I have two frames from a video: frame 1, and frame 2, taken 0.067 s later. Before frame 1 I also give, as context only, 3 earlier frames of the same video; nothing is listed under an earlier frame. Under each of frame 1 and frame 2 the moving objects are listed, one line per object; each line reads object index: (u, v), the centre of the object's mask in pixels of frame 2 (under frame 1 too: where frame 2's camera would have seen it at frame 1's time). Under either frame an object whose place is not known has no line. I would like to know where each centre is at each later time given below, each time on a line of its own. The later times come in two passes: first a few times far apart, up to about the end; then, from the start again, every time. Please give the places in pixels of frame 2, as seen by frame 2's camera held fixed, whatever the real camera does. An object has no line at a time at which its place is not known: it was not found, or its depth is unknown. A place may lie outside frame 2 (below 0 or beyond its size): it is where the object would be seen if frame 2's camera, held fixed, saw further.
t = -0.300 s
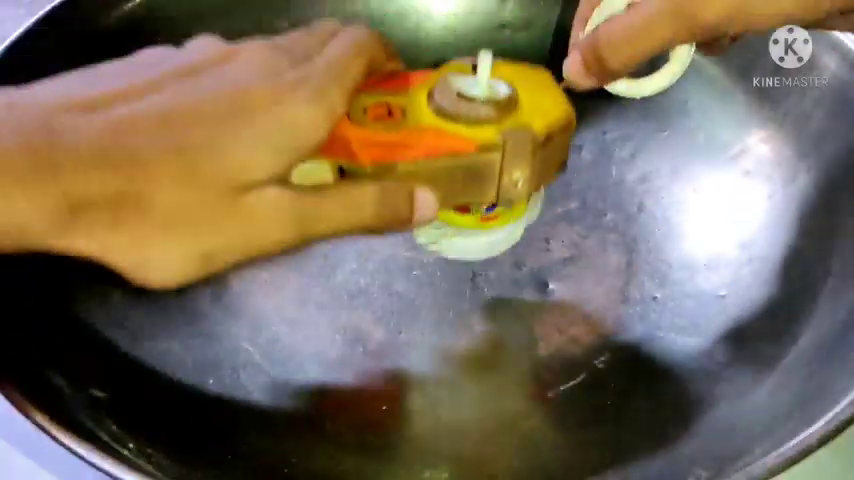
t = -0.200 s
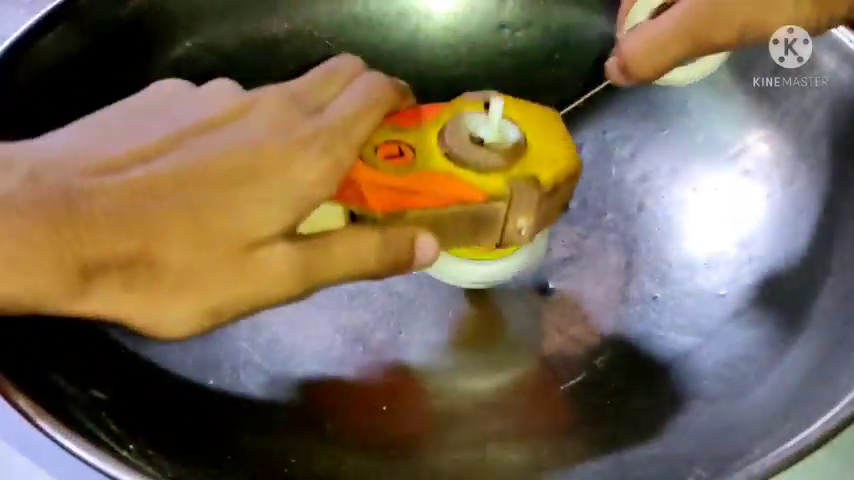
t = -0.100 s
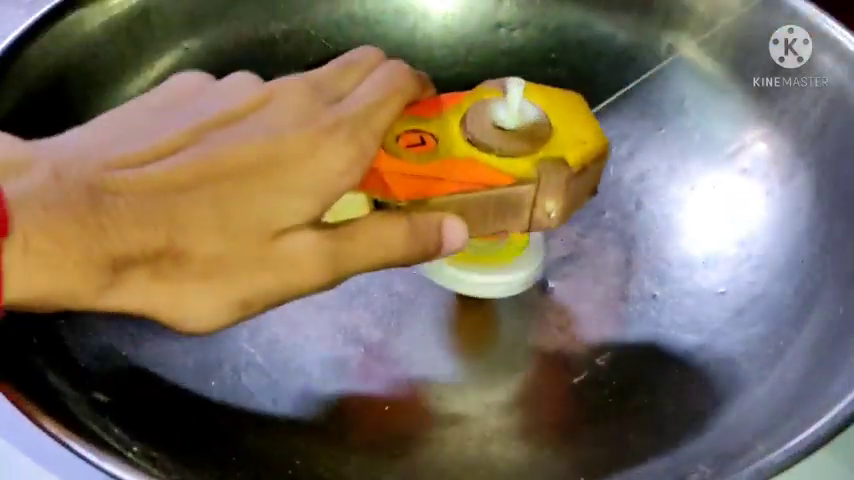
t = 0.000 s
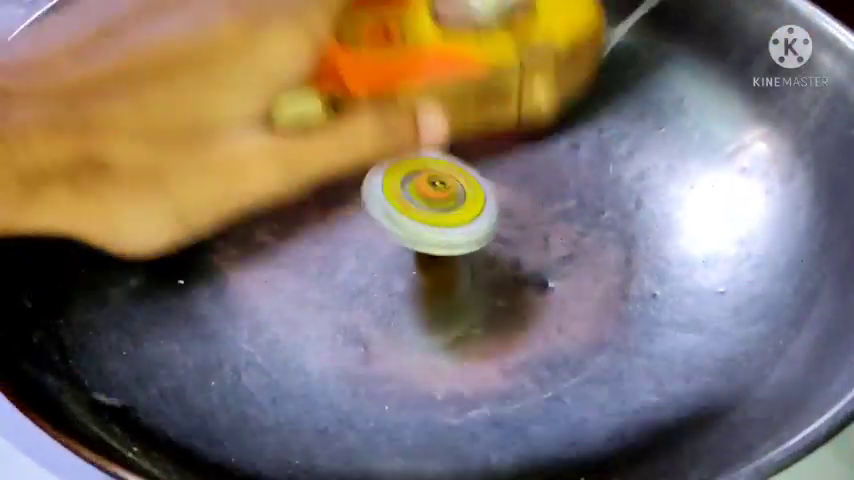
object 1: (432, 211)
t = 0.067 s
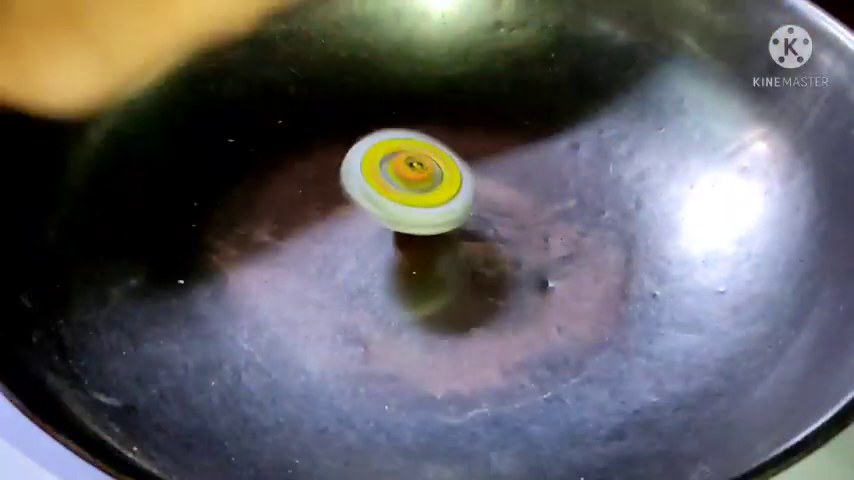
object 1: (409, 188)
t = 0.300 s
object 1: (361, 149)
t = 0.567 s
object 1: (367, 139)
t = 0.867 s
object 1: (409, 140)
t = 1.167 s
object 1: (436, 147)
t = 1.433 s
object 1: (420, 155)
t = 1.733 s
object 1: (376, 153)
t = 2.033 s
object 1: (353, 151)
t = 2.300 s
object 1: (367, 145)
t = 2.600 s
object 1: (406, 143)
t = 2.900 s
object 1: (434, 149)
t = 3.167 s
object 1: (435, 152)
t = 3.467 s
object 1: (408, 147)
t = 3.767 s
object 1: (378, 131)
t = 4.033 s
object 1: (370, 144)
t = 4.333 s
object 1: (390, 142)
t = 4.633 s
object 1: (416, 152)
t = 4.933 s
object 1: (419, 148)
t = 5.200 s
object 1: (405, 145)
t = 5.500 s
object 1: (389, 144)
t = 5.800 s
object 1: (384, 148)
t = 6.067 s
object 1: (395, 153)
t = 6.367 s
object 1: (408, 150)
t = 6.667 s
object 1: (408, 141)
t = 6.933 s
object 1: (392, 143)
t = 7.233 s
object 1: (385, 158)
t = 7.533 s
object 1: (388, 161)
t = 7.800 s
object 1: (390, 152)
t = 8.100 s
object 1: (394, 142)
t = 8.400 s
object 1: (401, 144)
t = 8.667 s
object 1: (414, 149)
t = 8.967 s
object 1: (422, 146)
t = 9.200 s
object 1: (403, 141)
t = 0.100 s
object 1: (399, 178)
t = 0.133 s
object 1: (390, 172)
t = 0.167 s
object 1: (382, 166)
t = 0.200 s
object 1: (375, 160)
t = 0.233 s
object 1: (369, 156)
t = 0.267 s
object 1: (365, 153)
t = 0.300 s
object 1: (361, 149)
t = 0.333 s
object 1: (359, 148)
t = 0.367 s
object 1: (358, 147)
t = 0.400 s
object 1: (357, 145)
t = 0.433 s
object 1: (358, 143)
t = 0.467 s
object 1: (359, 142)
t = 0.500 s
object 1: (361, 141)
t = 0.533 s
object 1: (364, 140)
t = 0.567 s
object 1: (367, 139)
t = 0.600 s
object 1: (371, 138)
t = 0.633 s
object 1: (375, 138)
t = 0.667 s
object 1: (379, 138)
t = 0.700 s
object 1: (384, 138)
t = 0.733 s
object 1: (389, 138)
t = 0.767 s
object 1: (394, 139)
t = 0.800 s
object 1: (399, 139)
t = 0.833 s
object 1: (404, 139)
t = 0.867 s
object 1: (409, 140)
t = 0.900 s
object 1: (413, 141)
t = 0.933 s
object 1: (418, 142)
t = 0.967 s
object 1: (422, 143)
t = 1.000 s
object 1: (425, 144)
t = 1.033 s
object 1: (428, 145)
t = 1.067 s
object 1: (431, 145)
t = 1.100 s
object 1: (433, 147)
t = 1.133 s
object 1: (435, 147)
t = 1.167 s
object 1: (436, 147)
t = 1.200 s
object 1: (435, 148)
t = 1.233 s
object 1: (435, 148)
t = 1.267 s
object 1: (434, 150)
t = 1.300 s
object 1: (432, 150)
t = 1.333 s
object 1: (429, 152)
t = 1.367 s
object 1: (425, 152)
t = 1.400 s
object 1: (423, 154)
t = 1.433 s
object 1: (420, 155)
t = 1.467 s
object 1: (415, 156)
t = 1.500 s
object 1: (410, 155)
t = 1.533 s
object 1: (405, 155)
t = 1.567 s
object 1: (401, 155)
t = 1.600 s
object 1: (395, 156)
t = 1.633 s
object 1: (390, 156)
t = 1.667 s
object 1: (386, 156)
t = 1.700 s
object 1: (382, 156)
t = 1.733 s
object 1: (376, 153)
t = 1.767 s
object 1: (370, 143)
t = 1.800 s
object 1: (367, 152)
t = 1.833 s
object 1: (364, 152)
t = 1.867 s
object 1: (362, 151)
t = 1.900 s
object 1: (359, 142)
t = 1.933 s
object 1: (357, 140)
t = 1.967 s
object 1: (354, 150)
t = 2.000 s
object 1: (352, 139)
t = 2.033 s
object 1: (353, 151)
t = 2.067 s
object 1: (353, 149)
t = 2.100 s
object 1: (353, 149)
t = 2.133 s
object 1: (353, 136)
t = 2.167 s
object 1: (354, 146)
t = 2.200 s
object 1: (356, 145)
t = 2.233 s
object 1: (359, 145)
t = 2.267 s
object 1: (363, 144)
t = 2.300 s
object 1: (367, 145)
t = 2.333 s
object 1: (369, 132)
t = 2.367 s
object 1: (374, 142)
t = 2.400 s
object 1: (379, 143)
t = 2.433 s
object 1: (384, 142)
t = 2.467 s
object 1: (388, 134)
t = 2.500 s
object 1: (392, 132)
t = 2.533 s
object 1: (396, 144)
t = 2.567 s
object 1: (401, 144)
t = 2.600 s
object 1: (406, 143)
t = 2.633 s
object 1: (411, 146)
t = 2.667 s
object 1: (413, 145)
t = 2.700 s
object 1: (416, 137)
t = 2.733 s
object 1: (420, 146)
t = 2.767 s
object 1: (424, 147)
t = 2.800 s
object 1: (427, 147)
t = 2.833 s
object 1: (428, 147)
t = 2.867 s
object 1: (432, 149)
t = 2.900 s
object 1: (434, 149)
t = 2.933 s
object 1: (437, 150)
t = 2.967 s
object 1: (437, 150)
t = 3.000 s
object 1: (438, 151)
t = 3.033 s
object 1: (438, 150)
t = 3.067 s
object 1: (440, 152)
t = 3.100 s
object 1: (438, 153)
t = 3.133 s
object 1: (438, 153)
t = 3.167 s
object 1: (435, 152)
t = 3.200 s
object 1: (433, 153)
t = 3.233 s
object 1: (430, 153)
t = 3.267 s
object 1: (430, 153)
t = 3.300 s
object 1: (424, 151)
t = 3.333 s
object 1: (423, 152)
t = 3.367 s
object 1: (419, 151)
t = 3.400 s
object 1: (416, 150)
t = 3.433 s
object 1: (410, 147)
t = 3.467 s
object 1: (408, 147)
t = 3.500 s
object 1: (404, 146)
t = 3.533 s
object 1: (402, 146)
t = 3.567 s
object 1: (397, 144)
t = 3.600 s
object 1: (393, 143)
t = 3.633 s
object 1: (390, 133)
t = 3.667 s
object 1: (386, 131)
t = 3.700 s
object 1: (383, 142)
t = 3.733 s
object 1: (378, 131)
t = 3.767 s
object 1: (378, 131)
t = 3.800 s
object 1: (375, 141)
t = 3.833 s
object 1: (373, 141)
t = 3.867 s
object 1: (373, 142)
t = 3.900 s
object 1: (373, 142)
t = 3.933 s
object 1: (371, 142)
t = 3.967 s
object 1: (371, 144)
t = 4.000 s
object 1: (372, 145)
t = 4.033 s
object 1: (370, 144)
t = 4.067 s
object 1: (371, 146)
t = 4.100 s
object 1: (373, 146)
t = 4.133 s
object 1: (374, 146)
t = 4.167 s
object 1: (376, 146)
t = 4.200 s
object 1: (377, 138)
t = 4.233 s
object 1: (382, 149)
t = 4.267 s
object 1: (383, 148)
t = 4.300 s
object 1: (387, 149)
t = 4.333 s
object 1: (390, 142)
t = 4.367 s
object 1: (392, 149)
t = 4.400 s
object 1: (396, 152)
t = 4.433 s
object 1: (400, 152)
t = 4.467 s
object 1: (402, 150)
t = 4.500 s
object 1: (406, 152)
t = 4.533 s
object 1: (410, 152)
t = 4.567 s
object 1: (412, 152)
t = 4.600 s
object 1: (414, 152)
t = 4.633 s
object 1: (416, 152)
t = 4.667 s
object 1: (418, 152)
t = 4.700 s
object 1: (419, 152)
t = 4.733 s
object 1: (420, 151)
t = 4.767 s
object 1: (420, 149)
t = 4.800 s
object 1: (421, 149)
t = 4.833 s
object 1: (422, 149)
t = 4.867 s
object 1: (421, 149)
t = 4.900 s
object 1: (420, 149)
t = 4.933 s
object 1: (419, 148)
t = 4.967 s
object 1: (417, 147)
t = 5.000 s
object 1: (416, 148)
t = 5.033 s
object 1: (415, 147)
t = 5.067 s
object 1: (413, 145)
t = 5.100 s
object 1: (411, 146)
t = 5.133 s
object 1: (410, 146)
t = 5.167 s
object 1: (407, 144)
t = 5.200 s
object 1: (405, 145)
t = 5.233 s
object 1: (404, 146)
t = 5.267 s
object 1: (401, 144)
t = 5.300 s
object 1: (399, 145)
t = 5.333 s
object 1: (398, 146)
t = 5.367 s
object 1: (395, 144)
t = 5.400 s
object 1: (394, 144)
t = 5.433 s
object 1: (393, 146)
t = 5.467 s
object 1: (390, 144)
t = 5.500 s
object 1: (389, 144)
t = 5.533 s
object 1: (388, 144)
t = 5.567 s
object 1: (386, 143)
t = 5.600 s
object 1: (386, 143)
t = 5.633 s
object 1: (385, 144)
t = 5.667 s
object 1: (384, 145)
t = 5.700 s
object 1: (383, 146)
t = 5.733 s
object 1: (381, 135)
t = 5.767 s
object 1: (381, 137)
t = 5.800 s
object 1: (384, 148)
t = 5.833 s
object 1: (383, 147)
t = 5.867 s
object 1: (385, 148)
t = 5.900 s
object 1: (387, 150)
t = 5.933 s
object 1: (388, 151)
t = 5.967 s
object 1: (390, 151)
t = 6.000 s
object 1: (391, 151)
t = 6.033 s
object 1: (392, 151)
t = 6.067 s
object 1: (395, 153)
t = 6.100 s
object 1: (395, 152)
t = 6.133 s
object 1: (398, 150)
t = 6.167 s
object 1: (399, 151)
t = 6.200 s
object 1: (401, 151)
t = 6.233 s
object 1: (403, 151)
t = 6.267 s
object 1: (402, 149)
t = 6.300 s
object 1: (405, 150)
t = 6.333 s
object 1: (407, 149)
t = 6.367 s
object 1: (408, 150)
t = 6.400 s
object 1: (410, 150)
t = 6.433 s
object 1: (412, 148)
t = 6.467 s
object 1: (412, 146)
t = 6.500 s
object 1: (413, 146)
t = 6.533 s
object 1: (411, 144)
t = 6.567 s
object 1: (411, 143)
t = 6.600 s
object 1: (410, 133)
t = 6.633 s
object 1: (409, 142)
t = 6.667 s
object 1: (408, 141)
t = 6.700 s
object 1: (405, 140)
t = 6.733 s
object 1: (404, 141)
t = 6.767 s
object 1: (402, 141)
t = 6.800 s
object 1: (400, 140)
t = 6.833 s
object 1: (399, 142)
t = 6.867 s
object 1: (396, 141)
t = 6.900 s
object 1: (394, 142)
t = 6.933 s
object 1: (392, 143)
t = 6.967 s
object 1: (391, 145)
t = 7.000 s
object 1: (389, 147)
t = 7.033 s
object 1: (386, 147)
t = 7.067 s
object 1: (386, 149)
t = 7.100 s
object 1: (385, 150)
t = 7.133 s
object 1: (383, 143)
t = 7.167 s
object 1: (384, 145)
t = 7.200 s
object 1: (385, 157)
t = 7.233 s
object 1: (385, 158)
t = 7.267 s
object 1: (384, 157)
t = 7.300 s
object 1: (385, 160)
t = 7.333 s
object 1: (385, 160)
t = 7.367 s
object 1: (386, 161)
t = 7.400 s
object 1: (387, 163)
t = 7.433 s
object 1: (387, 162)
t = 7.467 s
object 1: (388, 162)
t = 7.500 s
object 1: (386, 160)
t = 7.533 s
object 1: (388, 161)
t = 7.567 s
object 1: (388, 159)
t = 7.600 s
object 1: (388, 159)
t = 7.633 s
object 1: (389, 158)
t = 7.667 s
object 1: (390, 157)
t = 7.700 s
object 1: (391, 157)
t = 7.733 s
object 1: (390, 155)
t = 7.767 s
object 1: (391, 155)
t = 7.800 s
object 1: (390, 152)
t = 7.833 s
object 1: (391, 151)
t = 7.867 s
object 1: (391, 149)
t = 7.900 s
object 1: (392, 148)
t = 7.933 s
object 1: (392, 138)
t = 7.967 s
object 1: (393, 146)
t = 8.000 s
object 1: (393, 145)
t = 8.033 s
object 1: (393, 143)
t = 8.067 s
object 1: (392, 133)
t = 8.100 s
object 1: (394, 142)
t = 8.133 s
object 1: (394, 132)
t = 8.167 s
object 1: (394, 141)
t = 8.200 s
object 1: (395, 141)
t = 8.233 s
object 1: (395, 140)
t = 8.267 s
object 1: (397, 141)
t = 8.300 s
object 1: (397, 140)
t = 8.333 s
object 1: (399, 142)
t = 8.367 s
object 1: (399, 141)
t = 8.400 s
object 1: (401, 144)
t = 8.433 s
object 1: (401, 145)
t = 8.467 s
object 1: (403, 146)
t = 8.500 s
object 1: (404, 146)
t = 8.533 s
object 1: (406, 147)
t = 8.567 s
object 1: (409, 148)
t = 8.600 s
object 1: (410, 148)
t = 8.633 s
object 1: (413, 149)
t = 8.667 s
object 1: (414, 149)
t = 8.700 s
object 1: (417, 149)
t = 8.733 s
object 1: (418, 149)
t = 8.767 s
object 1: (420, 150)
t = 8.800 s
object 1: (421, 149)
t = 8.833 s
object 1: (422, 149)
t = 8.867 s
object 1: (422, 148)
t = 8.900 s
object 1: (422, 148)
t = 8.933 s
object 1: (422, 145)
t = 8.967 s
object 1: (422, 146)
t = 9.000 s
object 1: (420, 143)
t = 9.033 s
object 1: (418, 144)
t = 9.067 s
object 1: (415, 142)
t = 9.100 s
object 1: (413, 143)
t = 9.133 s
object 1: (410, 141)
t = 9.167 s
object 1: (407, 141)
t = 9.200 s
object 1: (403, 141)
